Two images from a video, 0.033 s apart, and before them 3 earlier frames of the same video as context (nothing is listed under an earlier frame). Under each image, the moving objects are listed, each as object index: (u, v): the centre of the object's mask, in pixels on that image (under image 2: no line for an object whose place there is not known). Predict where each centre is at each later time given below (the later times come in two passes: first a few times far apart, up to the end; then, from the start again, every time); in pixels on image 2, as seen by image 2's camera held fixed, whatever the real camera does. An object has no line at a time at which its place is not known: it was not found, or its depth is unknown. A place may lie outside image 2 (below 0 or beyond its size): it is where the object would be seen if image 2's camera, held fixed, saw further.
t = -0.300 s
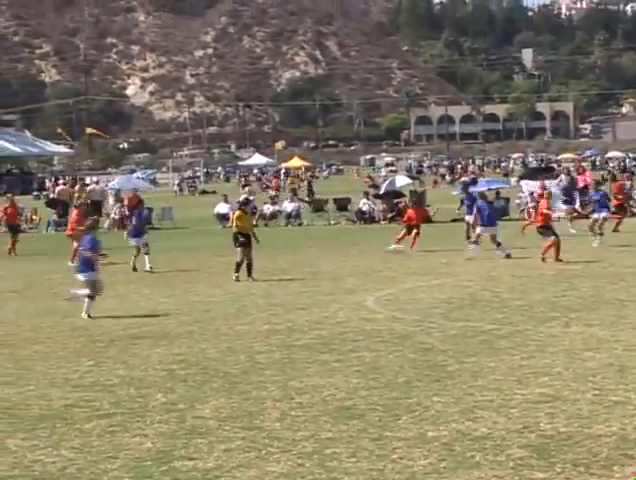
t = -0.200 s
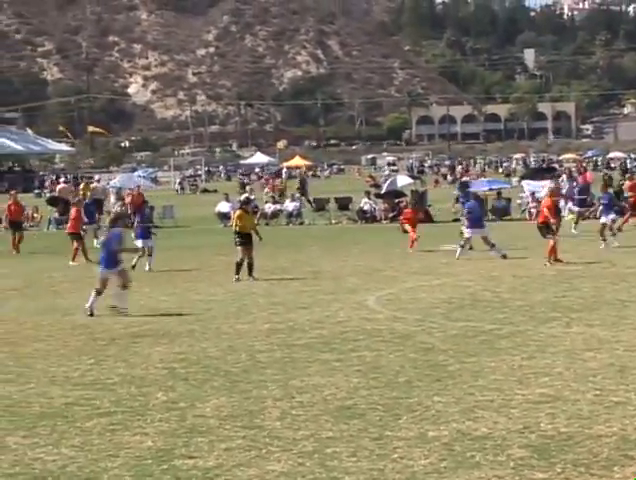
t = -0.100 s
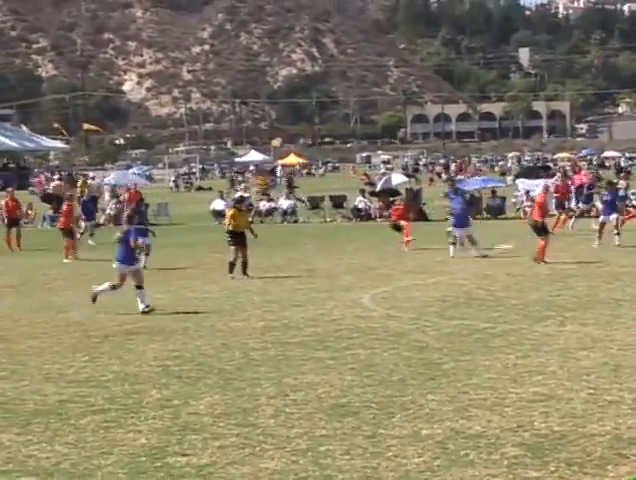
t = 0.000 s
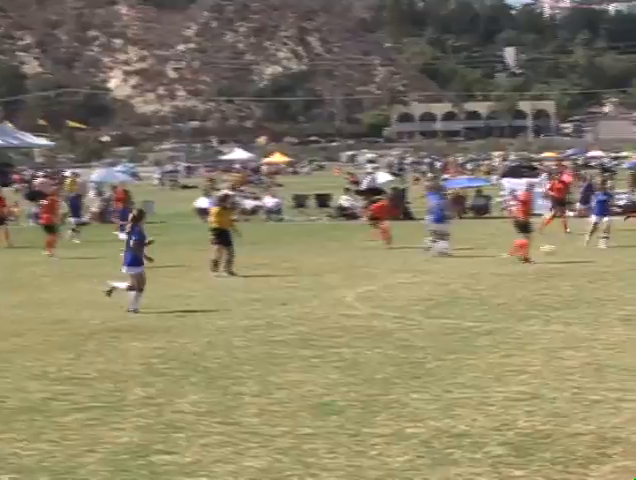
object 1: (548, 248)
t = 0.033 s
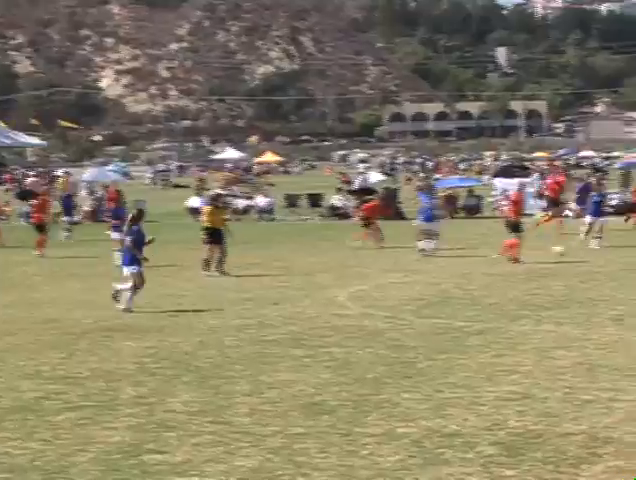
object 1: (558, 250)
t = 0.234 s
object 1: (682, 251)
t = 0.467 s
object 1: (832, 253)
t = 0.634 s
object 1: (942, 257)
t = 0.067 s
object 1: (579, 250)
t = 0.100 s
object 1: (598, 250)
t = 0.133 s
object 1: (620, 250)
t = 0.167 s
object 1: (641, 251)
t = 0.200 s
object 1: (660, 250)
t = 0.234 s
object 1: (682, 251)
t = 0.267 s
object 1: (702, 250)
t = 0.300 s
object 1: (723, 250)
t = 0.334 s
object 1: (744, 251)
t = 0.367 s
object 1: (767, 252)
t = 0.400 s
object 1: (789, 252)
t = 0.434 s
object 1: (810, 252)
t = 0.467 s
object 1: (832, 253)
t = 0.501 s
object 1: (854, 253)
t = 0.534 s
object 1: (876, 255)
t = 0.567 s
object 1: (898, 256)
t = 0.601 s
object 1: (920, 256)
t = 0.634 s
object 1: (942, 257)
